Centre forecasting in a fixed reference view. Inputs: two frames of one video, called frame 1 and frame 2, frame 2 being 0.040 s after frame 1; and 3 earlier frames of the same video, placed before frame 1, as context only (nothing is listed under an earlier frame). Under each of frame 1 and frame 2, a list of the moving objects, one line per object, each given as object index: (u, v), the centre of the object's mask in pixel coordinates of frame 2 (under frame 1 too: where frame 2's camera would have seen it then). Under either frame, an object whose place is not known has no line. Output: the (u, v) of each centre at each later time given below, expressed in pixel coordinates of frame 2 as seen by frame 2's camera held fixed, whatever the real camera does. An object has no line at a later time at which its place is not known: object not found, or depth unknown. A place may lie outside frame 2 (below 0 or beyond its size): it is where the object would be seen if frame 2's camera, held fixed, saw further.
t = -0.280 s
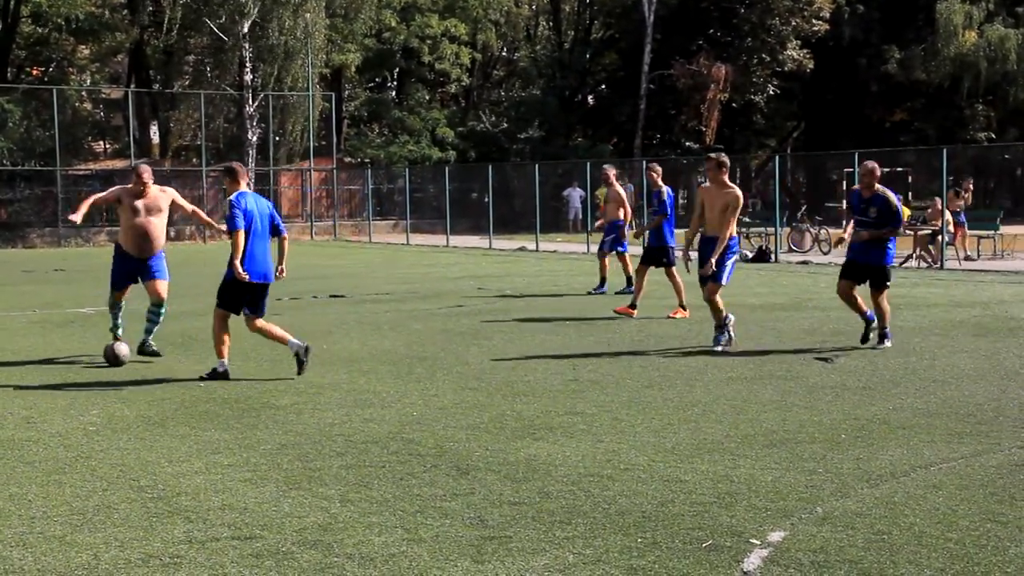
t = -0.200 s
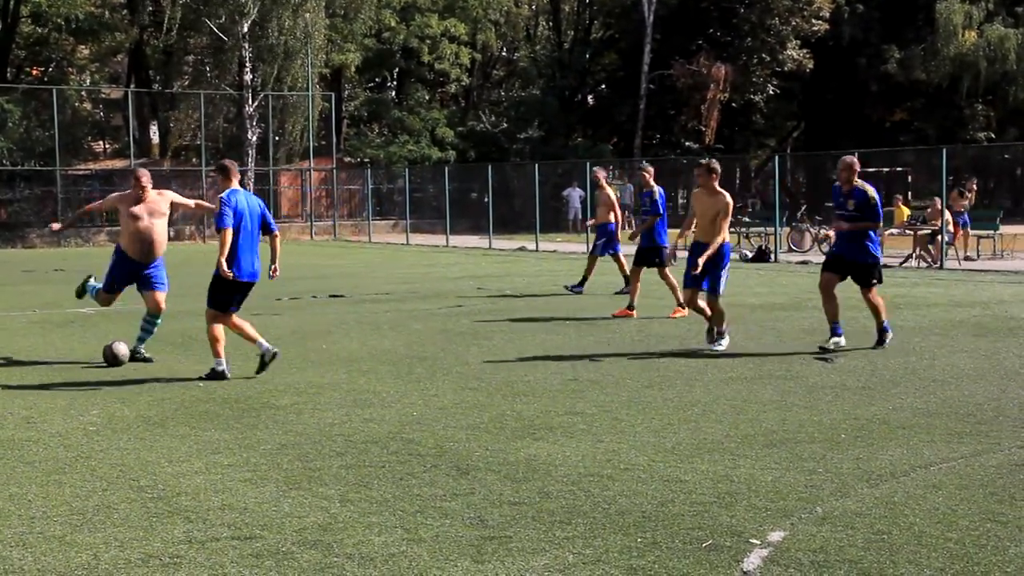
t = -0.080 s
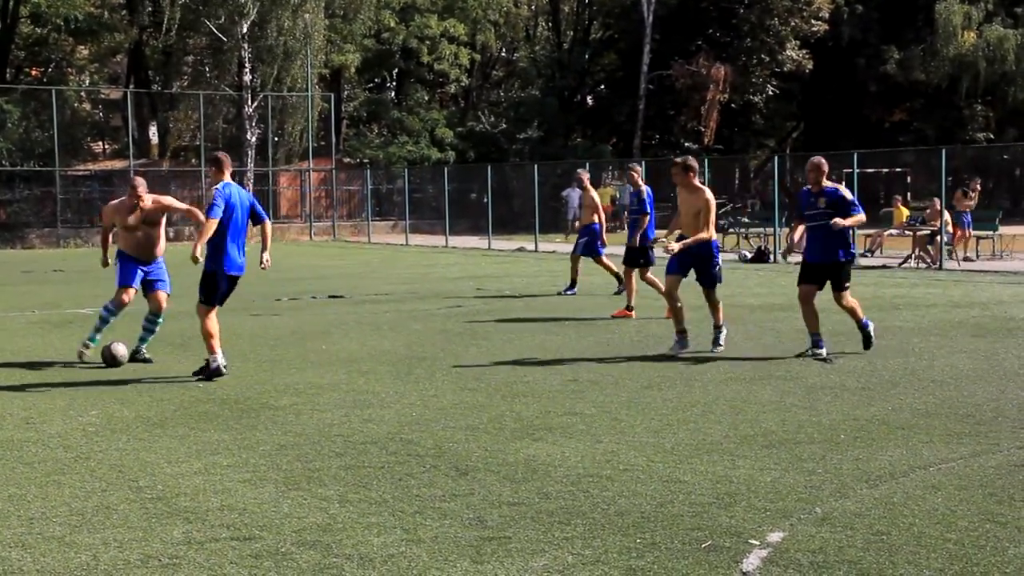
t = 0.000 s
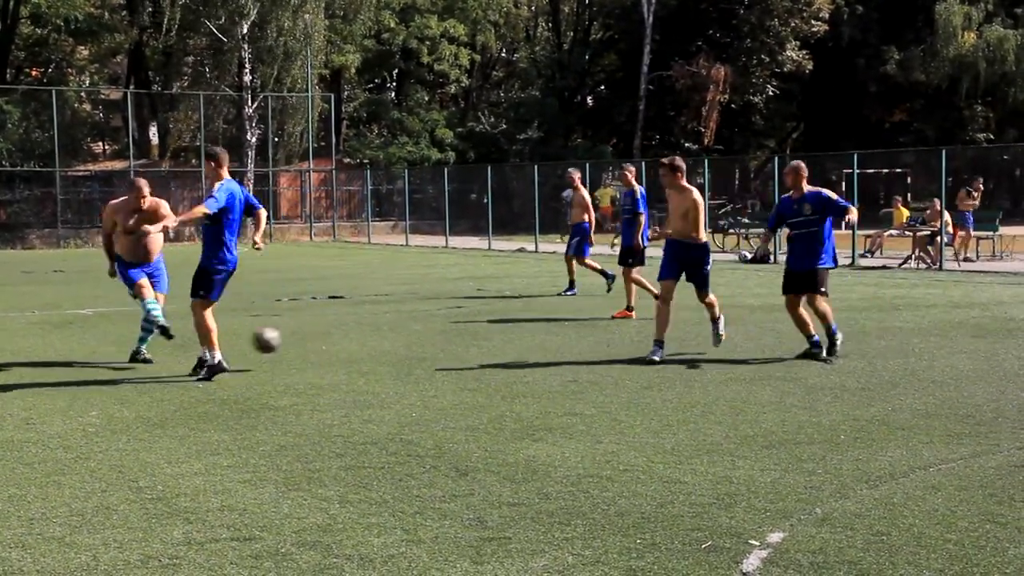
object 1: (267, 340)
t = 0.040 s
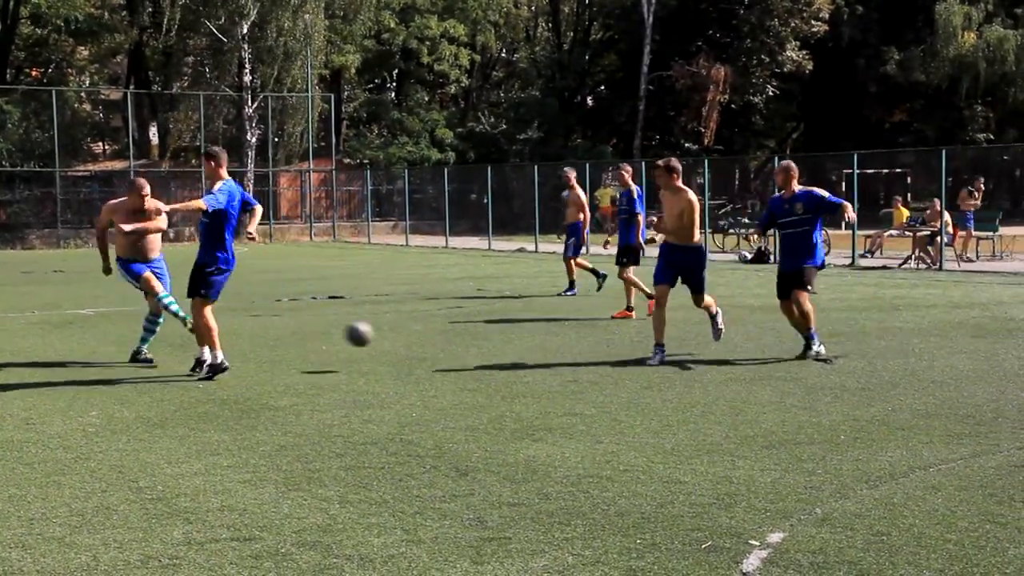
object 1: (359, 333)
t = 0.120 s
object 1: (548, 325)
